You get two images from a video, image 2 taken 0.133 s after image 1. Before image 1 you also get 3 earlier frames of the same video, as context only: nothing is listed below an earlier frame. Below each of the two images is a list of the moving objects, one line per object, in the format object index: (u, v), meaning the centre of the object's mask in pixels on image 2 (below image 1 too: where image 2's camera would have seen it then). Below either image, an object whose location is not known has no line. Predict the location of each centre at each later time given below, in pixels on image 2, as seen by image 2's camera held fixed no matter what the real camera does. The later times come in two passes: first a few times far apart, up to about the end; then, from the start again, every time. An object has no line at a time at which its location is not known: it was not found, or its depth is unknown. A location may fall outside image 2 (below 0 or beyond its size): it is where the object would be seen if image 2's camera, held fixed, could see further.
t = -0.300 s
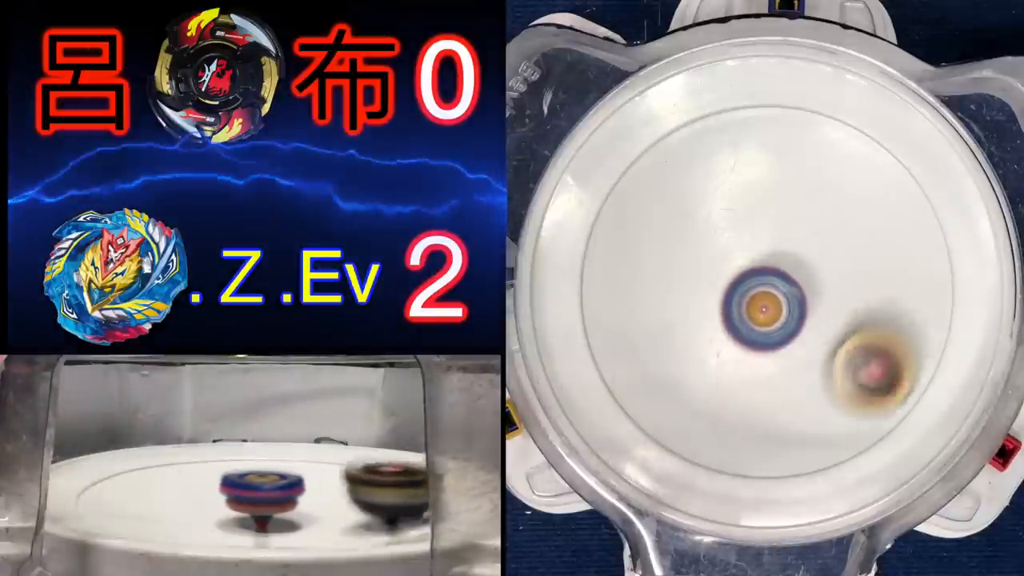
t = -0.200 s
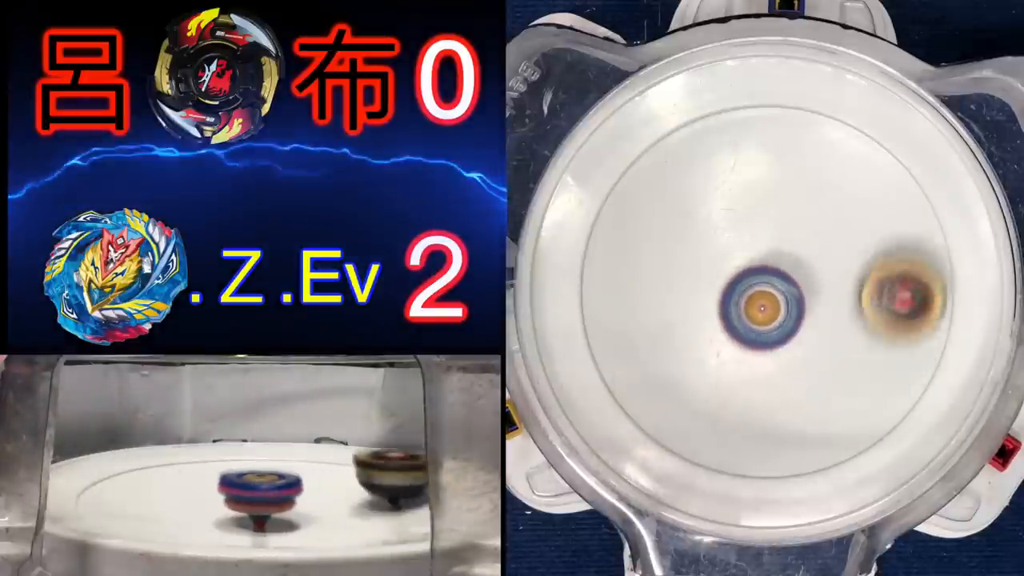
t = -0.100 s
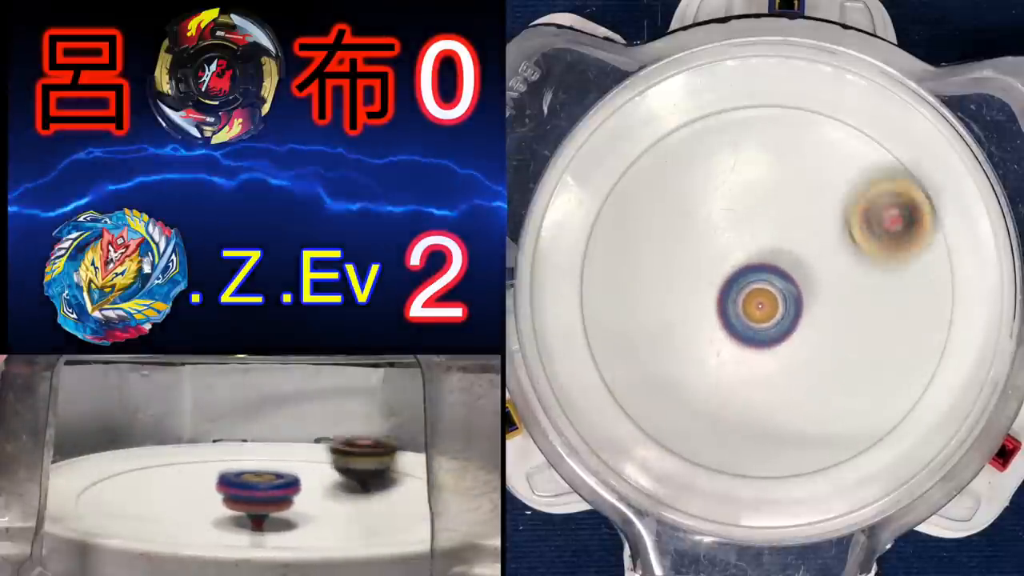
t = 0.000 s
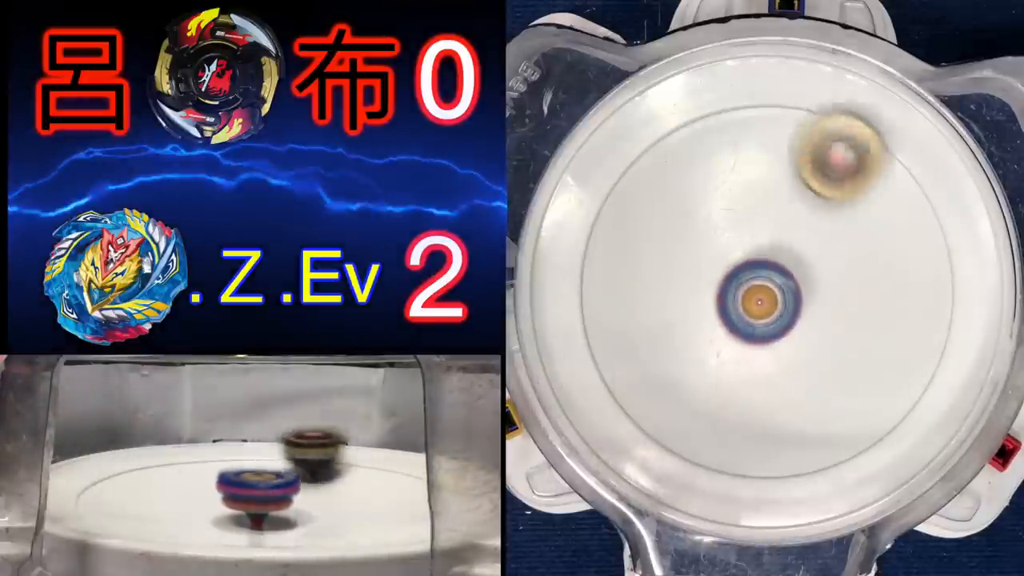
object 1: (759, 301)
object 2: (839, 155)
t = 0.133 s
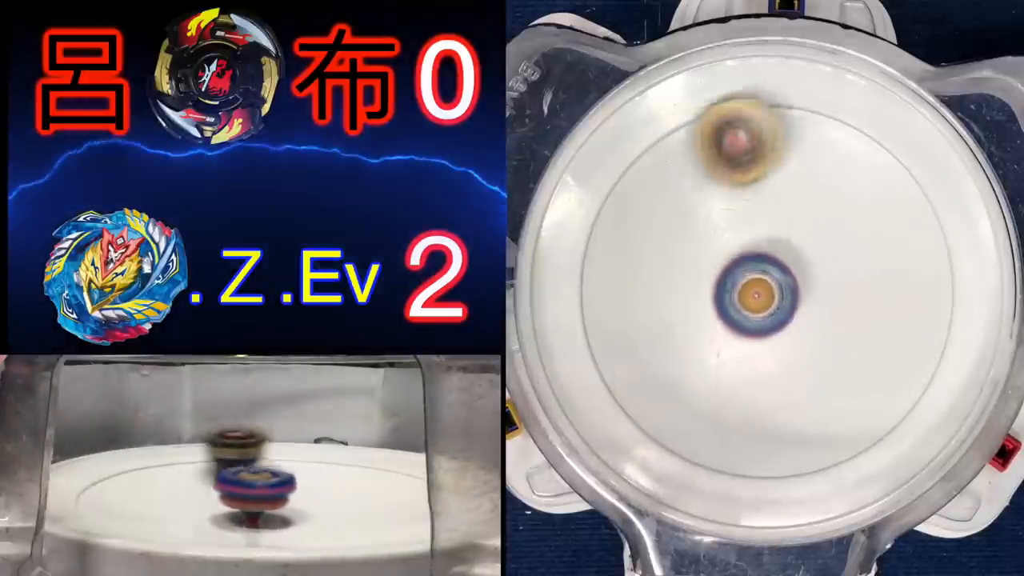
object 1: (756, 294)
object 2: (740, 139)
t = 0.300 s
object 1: (753, 289)
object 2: (645, 238)
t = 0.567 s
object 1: (756, 287)
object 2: (741, 404)
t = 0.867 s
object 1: (768, 281)
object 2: (908, 305)
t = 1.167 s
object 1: (771, 283)
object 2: (760, 166)
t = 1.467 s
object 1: (776, 293)
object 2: (657, 338)
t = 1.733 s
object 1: (775, 291)
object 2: (801, 424)
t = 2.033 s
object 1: (763, 296)
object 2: (874, 247)
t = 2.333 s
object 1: (767, 303)
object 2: (689, 196)
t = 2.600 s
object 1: (767, 286)
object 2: (653, 359)
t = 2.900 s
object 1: (751, 292)
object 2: (837, 374)
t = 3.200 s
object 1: (774, 300)
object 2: (836, 189)
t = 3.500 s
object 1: (778, 274)
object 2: (664, 219)
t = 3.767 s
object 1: (754, 281)
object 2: (710, 377)
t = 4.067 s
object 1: (763, 310)
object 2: (881, 336)
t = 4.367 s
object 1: (783, 300)
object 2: (810, 179)
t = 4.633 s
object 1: (768, 280)
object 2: (670, 256)
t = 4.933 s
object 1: (749, 291)
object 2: (742, 412)
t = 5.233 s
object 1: (770, 304)
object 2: (879, 318)
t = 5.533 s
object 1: (782, 282)
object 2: (762, 189)
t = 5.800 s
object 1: (763, 279)
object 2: (645, 283)
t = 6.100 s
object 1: (758, 300)
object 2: (754, 401)
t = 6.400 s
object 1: (775, 302)
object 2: (868, 277)
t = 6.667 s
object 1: (772, 286)
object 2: (769, 169)
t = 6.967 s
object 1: (759, 285)
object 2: (665, 294)
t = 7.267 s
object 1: (765, 295)
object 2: (794, 391)
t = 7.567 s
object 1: (774, 292)
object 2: (880, 266)
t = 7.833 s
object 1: (770, 289)
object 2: (754, 195)
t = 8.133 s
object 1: (763, 293)
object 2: (670, 328)
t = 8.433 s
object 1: (766, 292)
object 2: (798, 398)
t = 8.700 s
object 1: (767, 291)
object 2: (853, 270)
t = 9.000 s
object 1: (764, 292)
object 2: (721, 198)
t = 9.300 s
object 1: (766, 293)
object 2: (670, 330)
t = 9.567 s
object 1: (777, 258)
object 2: (788, 427)
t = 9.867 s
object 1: (798, 230)
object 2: (885, 395)
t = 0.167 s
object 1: (755, 293)
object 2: (714, 149)
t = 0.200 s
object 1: (755, 292)
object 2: (692, 165)
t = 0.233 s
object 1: (754, 290)
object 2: (671, 185)
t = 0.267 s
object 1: (753, 289)
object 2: (656, 210)
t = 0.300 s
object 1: (753, 289)
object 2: (645, 238)
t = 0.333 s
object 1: (752, 288)
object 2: (642, 265)
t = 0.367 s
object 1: (752, 287)
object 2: (642, 292)
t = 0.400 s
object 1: (752, 287)
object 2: (648, 319)
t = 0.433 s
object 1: (753, 287)
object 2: (659, 342)
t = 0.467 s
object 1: (753, 287)
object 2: (676, 364)
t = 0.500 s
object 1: (754, 287)
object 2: (696, 382)
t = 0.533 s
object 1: (755, 287)
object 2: (716, 395)
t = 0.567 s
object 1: (756, 287)
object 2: (741, 404)
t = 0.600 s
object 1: (757, 287)
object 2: (767, 409)
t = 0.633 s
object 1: (759, 286)
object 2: (792, 409)
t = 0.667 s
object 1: (760, 286)
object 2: (816, 405)
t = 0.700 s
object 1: (762, 285)
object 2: (840, 396)
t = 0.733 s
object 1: (764, 284)
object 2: (861, 385)
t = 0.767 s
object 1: (765, 283)
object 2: (878, 368)
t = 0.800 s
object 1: (766, 283)
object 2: (892, 350)
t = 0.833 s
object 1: (767, 282)
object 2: (903, 328)
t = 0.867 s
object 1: (768, 281)
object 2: (908, 305)
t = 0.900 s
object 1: (768, 281)
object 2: (909, 279)
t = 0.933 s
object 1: (769, 280)
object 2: (904, 254)
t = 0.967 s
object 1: (769, 280)
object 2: (893, 232)
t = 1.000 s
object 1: (770, 280)
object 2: (878, 208)
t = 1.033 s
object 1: (770, 280)
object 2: (860, 190)
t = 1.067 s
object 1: (770, 281)
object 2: (836, 175)
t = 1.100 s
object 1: (770, 281)
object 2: (810, 167)
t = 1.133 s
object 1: (770, 282)
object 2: (785, 164)
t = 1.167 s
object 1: (771, 283)
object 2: (760, 166)
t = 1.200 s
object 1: (771, 284)
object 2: (736, 173)
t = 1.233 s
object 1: (771, 286)
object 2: (713, 186)
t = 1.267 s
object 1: (771, 287)
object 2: (693, 202)
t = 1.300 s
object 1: (772, 289)
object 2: (677, 220)
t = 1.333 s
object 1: (772, 290)
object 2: (665, 243)
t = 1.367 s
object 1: (773, 291)
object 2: (657, 267)
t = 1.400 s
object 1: (774, 292)
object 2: (653, 290)
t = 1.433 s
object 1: (775, 293)
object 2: (653, 316)
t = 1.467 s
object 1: (776, 293)
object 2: (657, 338)
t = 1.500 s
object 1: (777, 293)
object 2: (666, 359)
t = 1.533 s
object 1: (778, 293)
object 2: (677, 379)
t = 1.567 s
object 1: (778, 293)
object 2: (690, 397)
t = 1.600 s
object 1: (778, 292)
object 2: (709, 411)
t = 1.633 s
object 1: (777, 292)
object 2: (730, 420)
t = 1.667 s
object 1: (777, 292)
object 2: (755, 427)
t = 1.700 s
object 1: (776, 291)
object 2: (778, 428)
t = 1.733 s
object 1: (775, 291)
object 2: (801, 424)
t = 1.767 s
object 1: (774, 291)
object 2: (823, 417)
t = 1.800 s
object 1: (772, 291)
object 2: (845, 404)
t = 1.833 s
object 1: (771, 291)
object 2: (863, 386)
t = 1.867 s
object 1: (769, 291)
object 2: (877, 367)
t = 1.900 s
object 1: (767, 292)
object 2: (887, 342)
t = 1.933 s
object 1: (766, 293)
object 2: (890, 319)
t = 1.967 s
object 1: (765, 294)
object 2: (890, 294)
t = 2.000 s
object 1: (764, 295)
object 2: (885, 271)
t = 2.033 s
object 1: (763, 296)
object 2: (874, 247)
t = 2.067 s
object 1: (763, 298)
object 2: (861, 228)
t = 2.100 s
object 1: (763, 299)
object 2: (842, 209)
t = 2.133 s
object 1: (762, 301)
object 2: (823, 195)
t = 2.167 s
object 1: (762, 302)
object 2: (800, 185)
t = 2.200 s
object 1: (763, 303)
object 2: (778, 179)
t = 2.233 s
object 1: (763, 304)
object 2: (755, 176)
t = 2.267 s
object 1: (765, 304)
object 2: (733, 179)
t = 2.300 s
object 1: (766, 304)
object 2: (711, 185)
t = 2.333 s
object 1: (767, 303)
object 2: (689, 196)
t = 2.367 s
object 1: (769, 302)
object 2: (671, 211)
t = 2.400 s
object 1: (770, 300)
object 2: (659, 226)
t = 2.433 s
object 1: (771, 298)
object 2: (646, 248)
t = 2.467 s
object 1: (771, 296)
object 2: (639, 270)
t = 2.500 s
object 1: (771, 293)
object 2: (635, 293)
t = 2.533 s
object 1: (770, 291)
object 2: (637, 315)
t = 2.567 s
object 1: (769, 288)
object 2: (643, 338)
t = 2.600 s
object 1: (767, 286)
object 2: (653, 359)
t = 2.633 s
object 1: (764, 284)
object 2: (667, 375)
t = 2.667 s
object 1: (761, 283)
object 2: (686, 391)
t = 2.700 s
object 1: (759, 283)
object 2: (705, 401)
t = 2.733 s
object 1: (756, 283)
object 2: (728, 406)
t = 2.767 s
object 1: (755, 284)
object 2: (751, 408)
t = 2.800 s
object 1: (753, 285)
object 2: (775, 406)
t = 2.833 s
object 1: (752, 287)
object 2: (798, 399)
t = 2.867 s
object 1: (751, 289)
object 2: (820, 388)
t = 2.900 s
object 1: (751, 292)
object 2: (837, 374)
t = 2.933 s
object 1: (752, 294)
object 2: (854, 355)
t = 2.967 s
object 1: (754, 297)
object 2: (865, 335)
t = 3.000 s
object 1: (756, 299)
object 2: (873, 314)
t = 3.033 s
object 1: (759, 301)
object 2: (876, 290)
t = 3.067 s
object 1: (762, 302)
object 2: (876, 269)
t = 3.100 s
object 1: (765, 302)
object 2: (871, 247)
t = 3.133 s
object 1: (768, 302)
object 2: (862, 224)
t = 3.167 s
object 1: (772, 301)
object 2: (851, 207)
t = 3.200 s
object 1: (774, 300)
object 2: (836, 189)
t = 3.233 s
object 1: (777, 298)
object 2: (817, 175)
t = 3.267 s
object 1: (780, 295)
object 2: (799, 165)
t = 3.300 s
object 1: (782, 292)
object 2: (777, 160)
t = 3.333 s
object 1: (783, 289)
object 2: (755, 159)
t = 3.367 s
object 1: (784, 285)
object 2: (734, 162)
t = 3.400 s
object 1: (783, 282)
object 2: (712, 171)
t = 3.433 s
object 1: (782, 279)
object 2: (693, 183)
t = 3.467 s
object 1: (780, 276)
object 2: (678, 198)
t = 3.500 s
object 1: (778, 274)
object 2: (664, 219)
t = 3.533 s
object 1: (775, 272)
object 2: (657, 239)
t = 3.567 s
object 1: (772, 271)
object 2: (652, 260)
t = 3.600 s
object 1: (769, 271)
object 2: (652, 283)
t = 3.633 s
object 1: (765, 271)
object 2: (657, 306)
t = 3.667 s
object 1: (762, 273)
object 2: (665, 326)
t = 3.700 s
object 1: (759, 275)
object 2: (677, 348)
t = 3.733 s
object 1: (756, 278)
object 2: (693, 364)
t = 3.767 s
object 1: (754, 281)
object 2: (710, 377)
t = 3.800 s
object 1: (752, 284)
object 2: (730, 387)
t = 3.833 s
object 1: (751, 288)
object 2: (752, 393)
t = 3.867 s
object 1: (751, 292)
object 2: (771, 395)
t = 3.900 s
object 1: (752, 296)
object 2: (794, 394)
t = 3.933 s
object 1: (753, 300)
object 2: (814, 390)
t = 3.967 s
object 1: (755, 304)
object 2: (835, 381)
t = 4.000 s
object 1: (758, 307)
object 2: (853, 369)
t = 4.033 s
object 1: (760, 309)
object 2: (869, 354)
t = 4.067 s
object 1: (763, 310)
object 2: (881, 336)
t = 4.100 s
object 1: (766, 311)
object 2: (889, 317)
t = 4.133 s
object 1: (769, 312)
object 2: (893, 295)
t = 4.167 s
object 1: (772, 312)
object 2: (893, 274)
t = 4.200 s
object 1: (775, 311)
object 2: (889, 252)
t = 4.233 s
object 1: (777, 310)
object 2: (880, 232)
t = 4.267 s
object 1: (780, 308)
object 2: (867, 212)
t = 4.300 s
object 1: (781, 305)
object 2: (852, 199)
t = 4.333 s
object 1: (782, 303)
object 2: (832, 187)
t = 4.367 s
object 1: (783, 300)
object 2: (810, 179)
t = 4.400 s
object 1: (783, 296)
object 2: (790, 175)
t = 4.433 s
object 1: (783, 293)
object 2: (768, 176)
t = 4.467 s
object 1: (782, 289)
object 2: (746, 181)
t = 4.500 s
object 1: (779, 286)
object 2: (725, 190)
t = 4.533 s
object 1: (777, 284)
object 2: (707, 203)
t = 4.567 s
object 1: (774, 282)
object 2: (691, 219)
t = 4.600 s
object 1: (771, 281)
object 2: (677, 238)
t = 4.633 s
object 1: (768, 280)
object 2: (670, 256)
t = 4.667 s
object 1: (765, 279)
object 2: (664, 278)
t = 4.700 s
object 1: (762, 280)
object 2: (663, 300)
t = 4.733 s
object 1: (759, 280)
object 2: (665, 321)
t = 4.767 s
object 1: (756, 281)
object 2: (670, 342)
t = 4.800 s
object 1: (754, 282)
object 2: (679, 361)
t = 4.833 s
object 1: (752, 284)
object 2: (690, 378)
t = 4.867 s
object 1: (751, 286)
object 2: (705, 393)
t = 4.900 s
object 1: (750, 288)
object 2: (721, 404)
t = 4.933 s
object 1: (749, 291)
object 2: (742, 412)
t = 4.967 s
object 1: (750, 294)
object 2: (761, 416)
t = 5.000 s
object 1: (751, 296)
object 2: (783, 417)
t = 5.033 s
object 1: (752, 299)
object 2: (804, 412)
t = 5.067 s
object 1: (754, 302)
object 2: (824, 405)
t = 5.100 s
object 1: (757, 303)
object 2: (840, 394)
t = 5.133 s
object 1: (760, 304)
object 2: (857, 379)
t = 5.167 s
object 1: (763, 305)
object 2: (868, 361)
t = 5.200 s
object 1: (766, 305)
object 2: (876, 339)
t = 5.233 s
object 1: (770, 304)
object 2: (879, 318)
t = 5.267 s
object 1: (773, 303)
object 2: (878, 295)
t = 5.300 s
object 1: (776, 301)
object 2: (874, 275)
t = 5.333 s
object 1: (778, 299)
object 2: (866, 255)
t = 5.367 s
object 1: (780, 297)
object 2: (854, 236)
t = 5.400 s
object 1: (782, 294)
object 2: (838, 220)
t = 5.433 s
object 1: (783, 291)
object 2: (821, 208)
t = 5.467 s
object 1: (783, 288)
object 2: (803, 198)
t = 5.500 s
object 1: (783, 285)
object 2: (782, 192)
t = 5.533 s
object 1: (782, 282)
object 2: (762, 189)
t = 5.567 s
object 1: (780, 280)
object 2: (740, 189)
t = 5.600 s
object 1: (778, 279)
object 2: (721, 194)
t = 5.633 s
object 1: (775, 278)
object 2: (701, 203)
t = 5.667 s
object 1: (773, 277)
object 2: (685, 213)
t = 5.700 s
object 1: (771, 277)
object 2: (669, 229)
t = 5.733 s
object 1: (768, 277)
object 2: (659, 245)
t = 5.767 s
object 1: (765, 278)
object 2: (650, 264)
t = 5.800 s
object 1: (763, 279)
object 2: (645, 283)
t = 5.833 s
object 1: (761, 281)
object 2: (644, 303)
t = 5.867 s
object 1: (759, 283)
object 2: (646, 322)
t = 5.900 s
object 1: (758, 285)
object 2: (653, 343)
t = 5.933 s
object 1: (757, 287)
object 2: (664, 360)
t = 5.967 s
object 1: (756, 289)
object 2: (678, 374)
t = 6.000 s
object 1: (757, 292)
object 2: (695, 387)
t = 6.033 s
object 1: (757, 295)
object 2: (714, 395)
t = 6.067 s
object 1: (757, 298)
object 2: (735, 400)
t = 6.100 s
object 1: (758, 300)
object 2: (754, 401)
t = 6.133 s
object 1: (759, 302)
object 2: (776, 398)
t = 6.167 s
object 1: (761, 304)
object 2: (796, 391)
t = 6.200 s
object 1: (763, 305)
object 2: (815, 380)
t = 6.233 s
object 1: (765, 306)
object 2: (831, 368)
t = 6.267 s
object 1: (767, 306)
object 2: (845, 353)
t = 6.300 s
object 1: (769, 306)
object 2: (856, 336)
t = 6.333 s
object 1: (771, 305)
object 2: (863, 317)
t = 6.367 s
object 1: (774, 304)
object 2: (868, 297)
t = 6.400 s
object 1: (775, 302)
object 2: (868, 277)
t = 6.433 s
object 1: (776, 301)
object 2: (865, 256)
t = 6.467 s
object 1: (777, 298)
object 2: (859, 238)
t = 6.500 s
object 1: (777, 296)
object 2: (850, 219)
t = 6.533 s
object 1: (777, 294)
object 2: (838, 203)
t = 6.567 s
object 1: (776, 292)
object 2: (823, 189)
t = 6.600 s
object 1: (775, 290)
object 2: (806, 179)
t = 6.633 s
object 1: (773, 288)
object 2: (789, 173)
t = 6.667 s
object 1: (772, 286)
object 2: (769, 169)
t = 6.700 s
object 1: (770, 285)
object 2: (749, 171)
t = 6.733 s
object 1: (768, 284)
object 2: (730, 176)
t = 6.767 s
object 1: (766, 283)
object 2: (712, 185)
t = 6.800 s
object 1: (764, 283)
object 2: (695, 198)
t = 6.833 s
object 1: (762, 283)
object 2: (681, 215)
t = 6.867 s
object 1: (761, 283)
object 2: (671, 233)
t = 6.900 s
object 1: (760, 283)
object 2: (666, 251)
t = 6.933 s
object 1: (759, 284)
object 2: (664, 273)
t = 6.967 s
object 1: (759, 285)
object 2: (665, 294)
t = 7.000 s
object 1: (758, 287)
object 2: (669, 312)
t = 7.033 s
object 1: (758, 288)
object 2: (678, 332)
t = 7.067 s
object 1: (758, 290)
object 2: (688, 348)
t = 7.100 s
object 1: (759, 291)
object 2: (702, 363)
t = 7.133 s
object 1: (759, 292)
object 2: (718, 375)
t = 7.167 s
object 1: (760, 293)
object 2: (736, 383)
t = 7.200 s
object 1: (762, 294)
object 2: (756, 389)
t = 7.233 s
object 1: (763, 295)
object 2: (773, 390)
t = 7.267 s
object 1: (765, 295)
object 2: (794, 391)
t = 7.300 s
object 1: (767, 296)
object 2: (812, 387)
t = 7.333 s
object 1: (768, 296)
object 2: (829, 380)
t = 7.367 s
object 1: (770, 296)
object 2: (846, 370)
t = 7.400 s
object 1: (770, 296)
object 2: (860, 357)
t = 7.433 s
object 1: (771, 295)
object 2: (871, 342)
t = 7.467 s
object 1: (772, 294)
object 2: (879, 325)
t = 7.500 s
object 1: (772, 293)
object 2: (883, 305)
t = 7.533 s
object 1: (773, 293)
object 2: (883, 286)
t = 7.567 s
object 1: (774, 292)
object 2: (880, 266)
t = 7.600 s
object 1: (774, 291)
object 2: (873, 249)
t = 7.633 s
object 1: (774, 290)
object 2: (862, 232)
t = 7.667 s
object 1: (773, 290)
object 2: (847, 217)
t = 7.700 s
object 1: (773, 289)
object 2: (832, 206)
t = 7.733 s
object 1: (772, 288)
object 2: (812, 198)
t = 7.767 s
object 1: (772, 288)
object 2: (793, 193)
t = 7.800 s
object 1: (771, 288)
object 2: (774, 192)
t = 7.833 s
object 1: (770, 289)
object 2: (754, 195)
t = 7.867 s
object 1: (769, 289)
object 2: (735, 201)
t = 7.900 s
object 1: (767, 289)
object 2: (716, 211)
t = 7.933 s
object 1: (766, 289)
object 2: (702, 222)
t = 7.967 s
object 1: (765, 289)
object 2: (689, 238)
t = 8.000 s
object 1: (765, 290)
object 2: (678, 256)
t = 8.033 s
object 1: (764, 292)
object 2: (672, 273)
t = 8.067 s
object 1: (764, 292)
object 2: (668, 290)
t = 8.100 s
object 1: (763, 293)
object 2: (667, 310)
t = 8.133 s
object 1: (763, 293)
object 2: (670, 328)
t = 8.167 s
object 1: (763, 293)
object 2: (675, 346)
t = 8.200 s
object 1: (763, 293)
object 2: (683, 362)
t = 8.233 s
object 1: (764, 292)
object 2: (695, 377)
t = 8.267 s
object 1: (765, 293)
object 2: (708, 389)
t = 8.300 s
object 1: (765, 293)
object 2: (725, 397)
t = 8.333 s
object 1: (765, 293)
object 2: (742, 403)
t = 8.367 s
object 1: (766, 293)
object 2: (761, 405)
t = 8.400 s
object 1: (766, 293)
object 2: (780, 403)
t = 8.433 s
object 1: (766, 292)
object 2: (798, 398)
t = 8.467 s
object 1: (766, 292)
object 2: (814, 389)
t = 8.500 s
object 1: (767, 291)
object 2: (830, 377)
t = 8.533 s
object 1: (767, 291)
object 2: (843, 362)
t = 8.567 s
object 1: (767, 291)
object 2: (852, 345)
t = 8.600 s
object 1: (767, 291)
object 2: (858, 327)
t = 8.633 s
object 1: (767, 290)
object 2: (860, 307)
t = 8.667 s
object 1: (766, 291)
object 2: (858, 288)
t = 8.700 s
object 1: (767, 291)
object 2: (853, 270)
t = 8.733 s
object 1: (765, 290)
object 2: (846, 251)
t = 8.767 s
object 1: (766, 290)
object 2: (835, 236)
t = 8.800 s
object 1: (766, 290)
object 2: (823, 222)
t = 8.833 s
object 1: (767, 290)
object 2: (809, 211)
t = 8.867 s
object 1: (767, 291)
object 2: (792, 201)
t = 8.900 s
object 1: (768, 291)
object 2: (775, 196)
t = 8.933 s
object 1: (766, 293)
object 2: (758, 193)
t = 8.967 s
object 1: (766, 292)
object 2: (737, 194)
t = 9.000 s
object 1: (764, 292)
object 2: (721, 198)
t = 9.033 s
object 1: (765, 290)
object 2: (705, 205)
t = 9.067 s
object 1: (765, 291)
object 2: (689, 216)
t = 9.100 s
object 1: (765, 289)
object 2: (678, 229)
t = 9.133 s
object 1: (767, 290)
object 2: (669, 243)
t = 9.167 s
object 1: (768, 289)
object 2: (662, 261)
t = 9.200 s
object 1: (769, 292)
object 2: (659, 278)
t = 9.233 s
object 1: (767, 292)
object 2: (660, 296)
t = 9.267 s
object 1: (768, 294)
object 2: (663, 313)
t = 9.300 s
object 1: (766, 293)
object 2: (670, 330)
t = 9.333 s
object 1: (767, 294)
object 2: (681, 344)
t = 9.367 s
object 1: (765, 294)
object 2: (695, 359)
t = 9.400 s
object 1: (767, 293)
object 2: (709, 368)
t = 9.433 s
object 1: (766, 294)
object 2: (728, 375)
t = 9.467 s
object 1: (767, 294)
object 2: (748, 379)
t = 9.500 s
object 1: (768, 288)
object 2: (762, 389)
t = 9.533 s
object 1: (773, 271)
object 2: (775, 409)
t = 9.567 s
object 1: (777, 258)
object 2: (788, 427)
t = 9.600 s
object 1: (779, 251)
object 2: (801, 438)
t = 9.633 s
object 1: (781, 244)
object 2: (813, 443)
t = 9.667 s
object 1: (783, 239)
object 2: (827, 443)
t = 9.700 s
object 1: (786, 234)
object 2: (841, 440)
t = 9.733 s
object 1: (789, 231)
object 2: (853, 436)
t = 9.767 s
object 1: (793, 229)
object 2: (864, 429)
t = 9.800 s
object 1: (796, 229)
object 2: (872, 419)
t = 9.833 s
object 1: (796, 229)
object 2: (880, 408)
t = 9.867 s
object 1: (798, 230)
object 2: (885, 395)
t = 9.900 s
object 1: (796, 233)
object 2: (889, 378)
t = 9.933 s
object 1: (795, 233)
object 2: (891, 359)
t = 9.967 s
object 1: (796, 238)
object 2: (889, 341)
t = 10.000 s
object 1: (795, 244)
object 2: (883, 324)
